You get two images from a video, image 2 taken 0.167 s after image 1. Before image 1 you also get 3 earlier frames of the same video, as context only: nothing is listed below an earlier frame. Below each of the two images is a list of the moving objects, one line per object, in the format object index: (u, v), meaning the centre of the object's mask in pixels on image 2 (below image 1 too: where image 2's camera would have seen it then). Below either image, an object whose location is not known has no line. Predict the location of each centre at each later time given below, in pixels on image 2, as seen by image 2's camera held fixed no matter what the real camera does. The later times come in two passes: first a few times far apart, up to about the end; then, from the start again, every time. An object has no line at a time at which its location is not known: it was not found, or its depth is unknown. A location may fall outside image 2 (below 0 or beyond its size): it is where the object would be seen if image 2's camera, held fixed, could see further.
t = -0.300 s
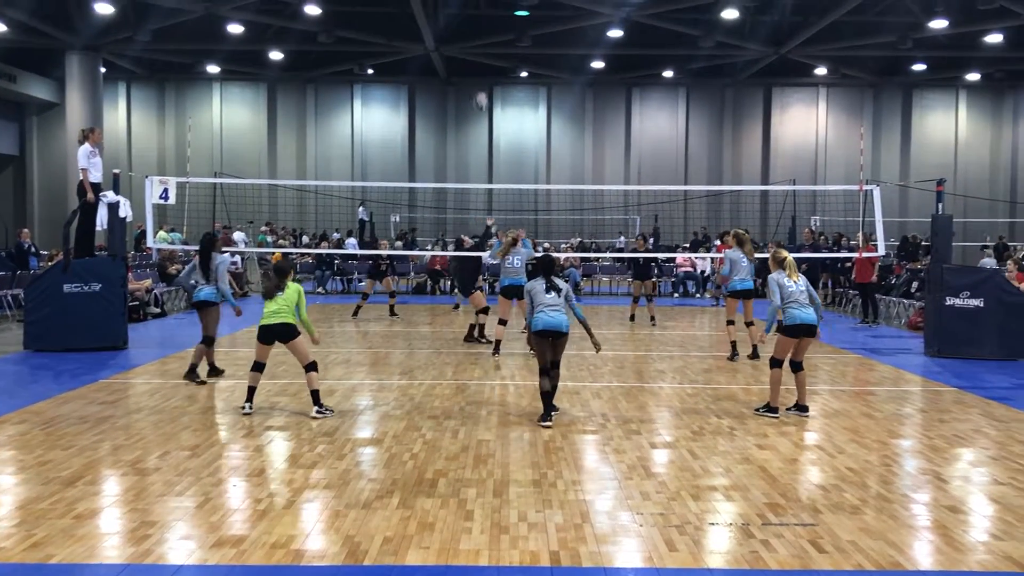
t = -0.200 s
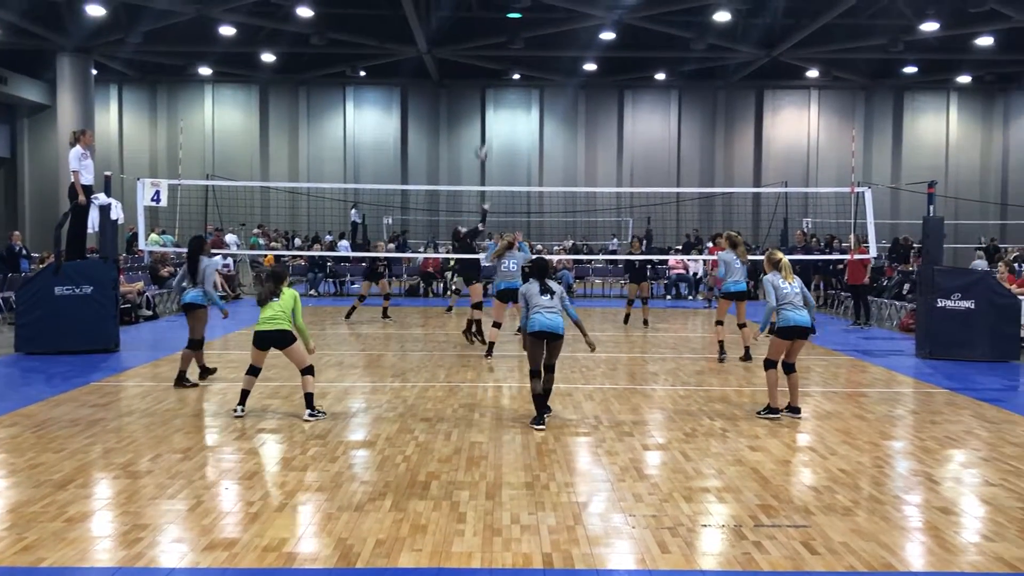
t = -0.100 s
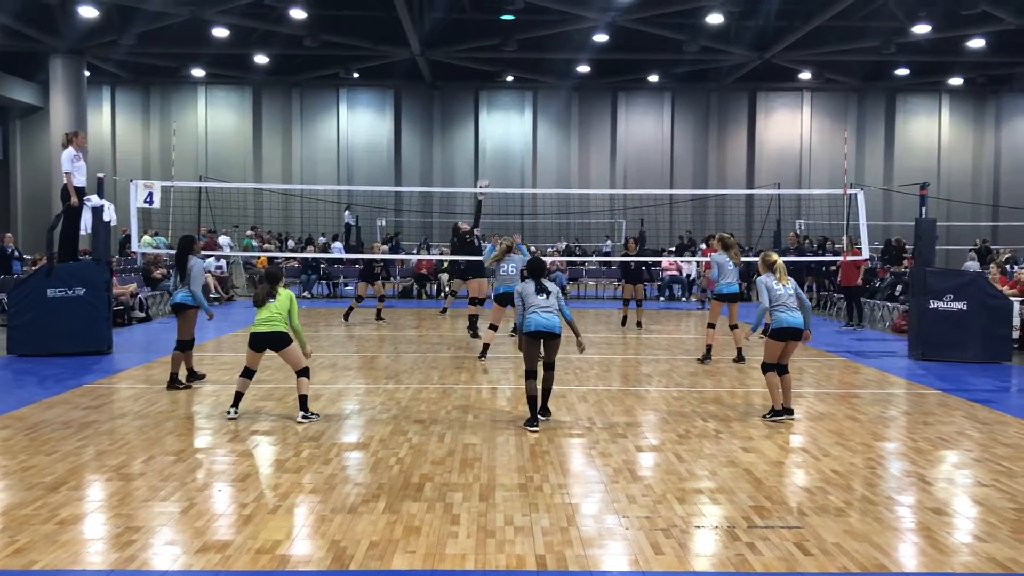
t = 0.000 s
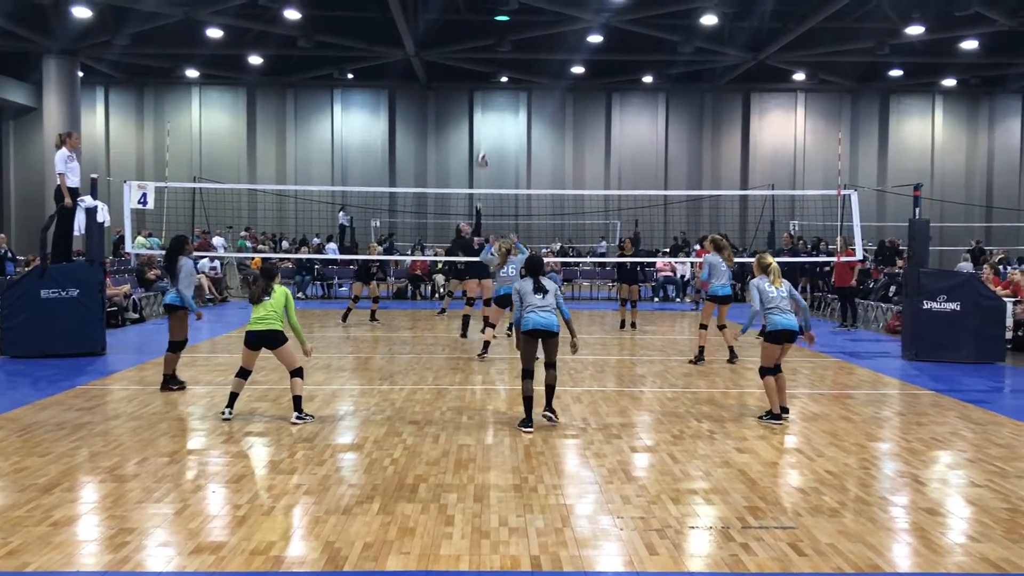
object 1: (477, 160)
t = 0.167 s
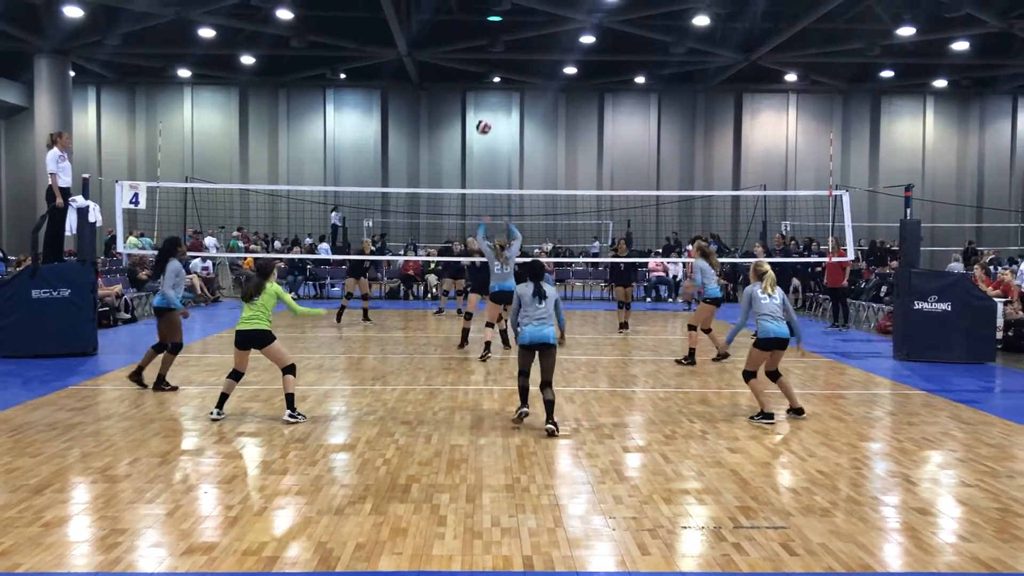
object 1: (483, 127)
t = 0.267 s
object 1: (487, 115)
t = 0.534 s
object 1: (500, 119)
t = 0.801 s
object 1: (514, 180)
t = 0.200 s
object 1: (484, 123)
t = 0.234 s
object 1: (486, 119)
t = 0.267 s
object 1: (487, 115)
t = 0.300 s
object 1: (489, 113)
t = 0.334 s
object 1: (490, 111)
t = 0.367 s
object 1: (492, 110)
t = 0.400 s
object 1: (493, 110)
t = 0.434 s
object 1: (495, 111)
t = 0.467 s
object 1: (496, 113)
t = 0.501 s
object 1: (498, 115)
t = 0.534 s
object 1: (500, 119)
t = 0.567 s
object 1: (502, 123)
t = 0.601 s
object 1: (503, 129)
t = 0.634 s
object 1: (505, 135)
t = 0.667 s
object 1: (506, 142)
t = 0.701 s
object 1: (508, 150)
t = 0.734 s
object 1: (509, 159)
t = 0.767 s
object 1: (511, 168)
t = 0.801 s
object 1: (514, 180)
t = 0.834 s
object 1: (516, 193)
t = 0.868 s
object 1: (518, 206)
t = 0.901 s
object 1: (519, 221)
